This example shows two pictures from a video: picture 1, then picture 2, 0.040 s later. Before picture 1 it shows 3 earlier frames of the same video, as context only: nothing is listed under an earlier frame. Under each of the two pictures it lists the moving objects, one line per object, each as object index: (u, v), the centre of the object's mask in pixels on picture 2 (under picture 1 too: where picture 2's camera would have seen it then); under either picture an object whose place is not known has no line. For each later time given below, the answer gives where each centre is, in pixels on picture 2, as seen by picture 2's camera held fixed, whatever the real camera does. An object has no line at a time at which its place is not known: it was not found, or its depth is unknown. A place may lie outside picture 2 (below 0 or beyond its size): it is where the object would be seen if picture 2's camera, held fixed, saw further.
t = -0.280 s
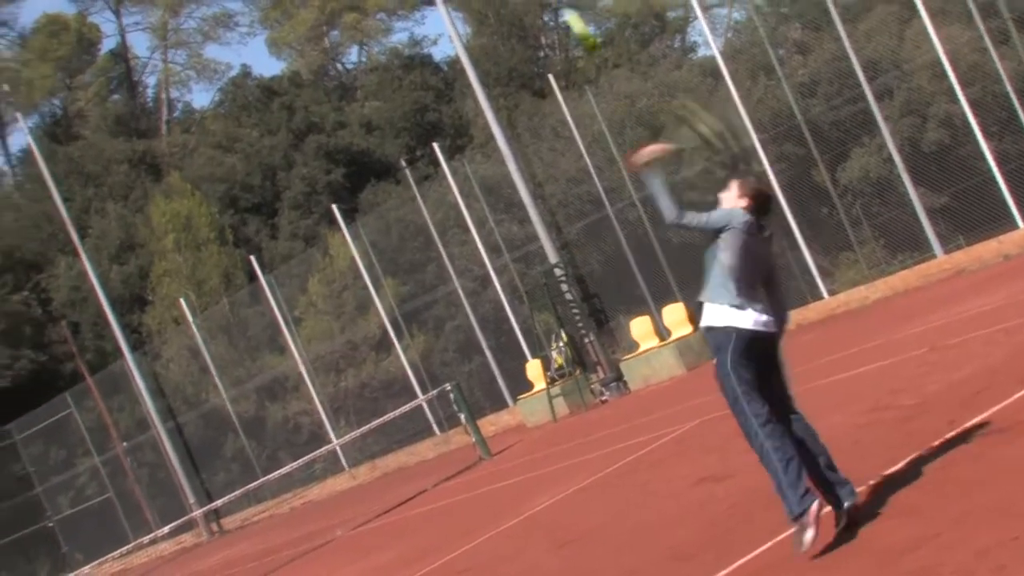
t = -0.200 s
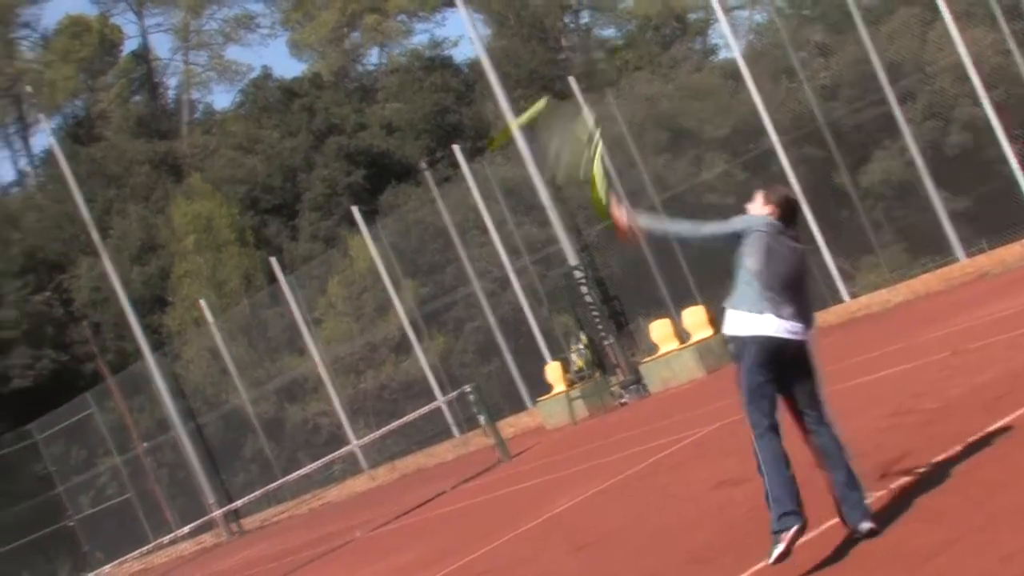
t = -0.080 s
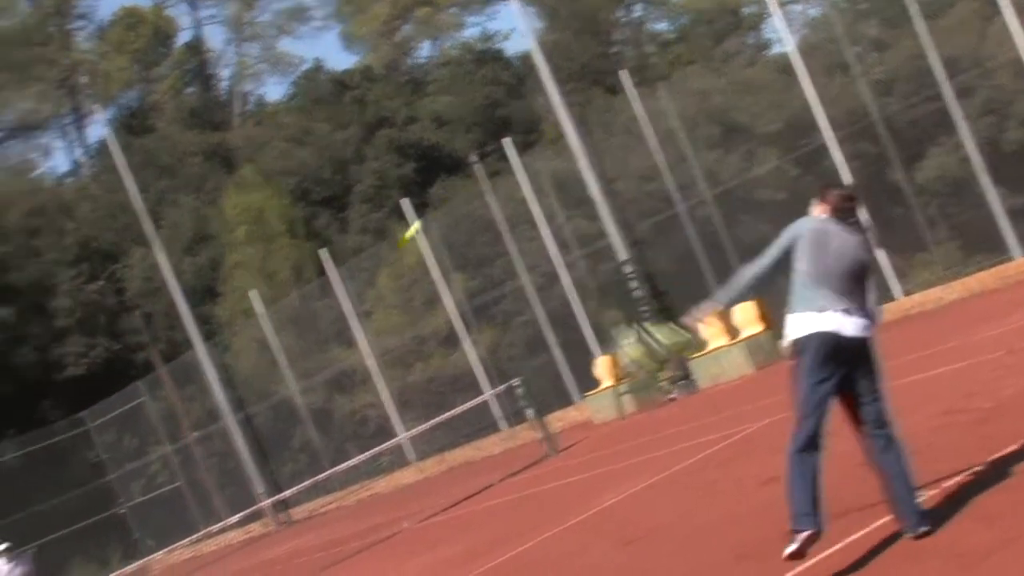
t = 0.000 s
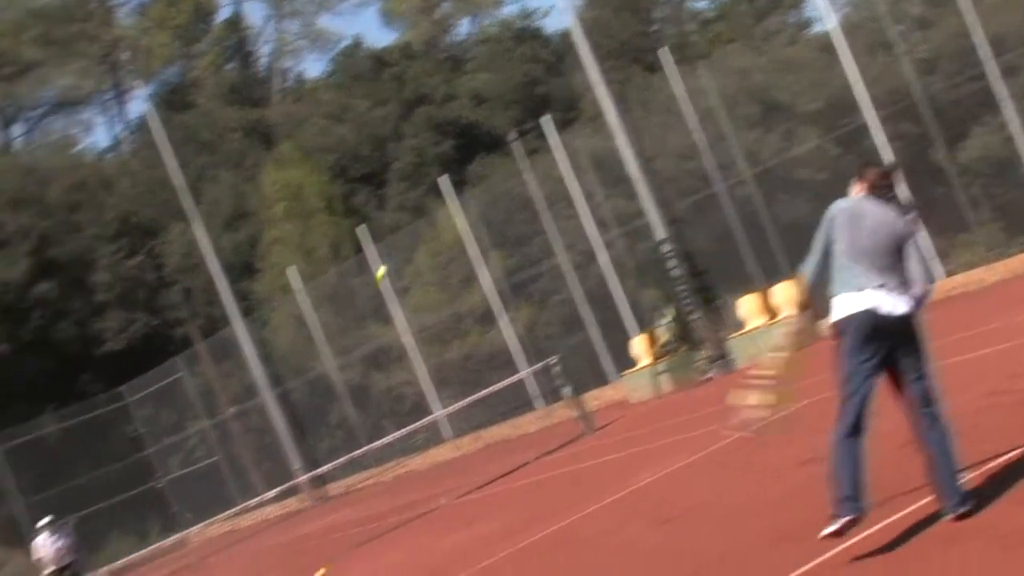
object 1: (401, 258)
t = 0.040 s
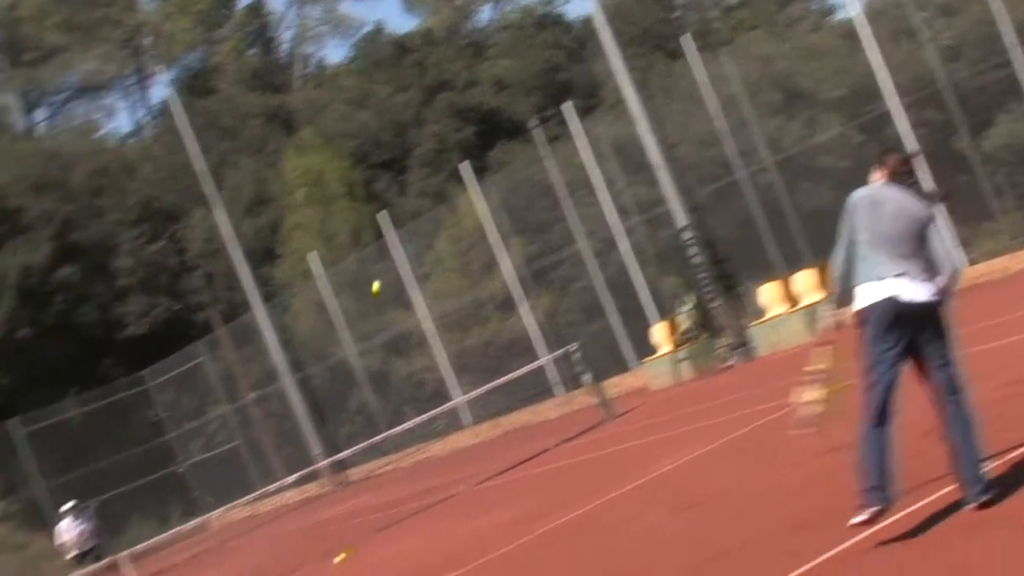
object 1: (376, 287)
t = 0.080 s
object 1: (354, 313)
